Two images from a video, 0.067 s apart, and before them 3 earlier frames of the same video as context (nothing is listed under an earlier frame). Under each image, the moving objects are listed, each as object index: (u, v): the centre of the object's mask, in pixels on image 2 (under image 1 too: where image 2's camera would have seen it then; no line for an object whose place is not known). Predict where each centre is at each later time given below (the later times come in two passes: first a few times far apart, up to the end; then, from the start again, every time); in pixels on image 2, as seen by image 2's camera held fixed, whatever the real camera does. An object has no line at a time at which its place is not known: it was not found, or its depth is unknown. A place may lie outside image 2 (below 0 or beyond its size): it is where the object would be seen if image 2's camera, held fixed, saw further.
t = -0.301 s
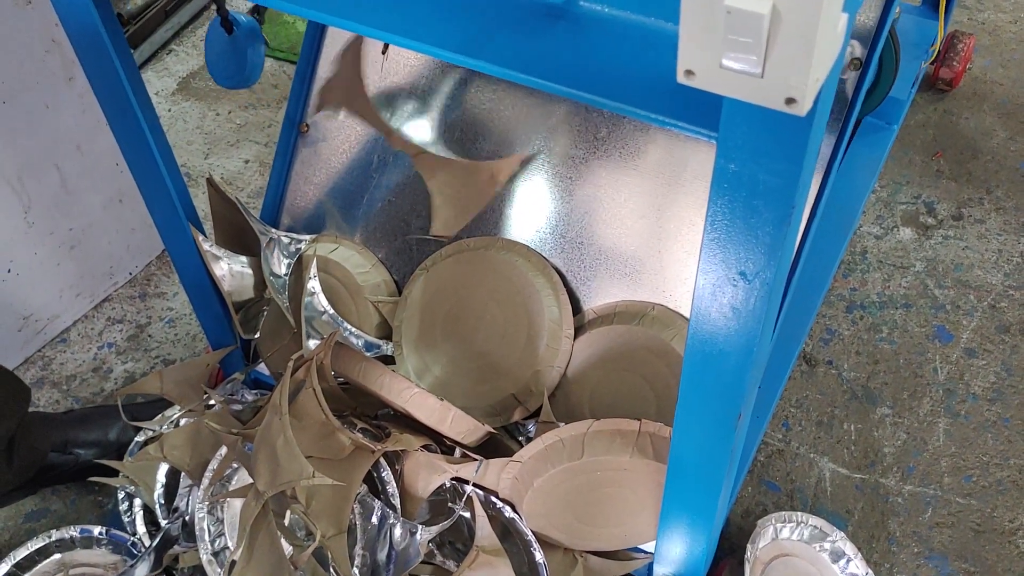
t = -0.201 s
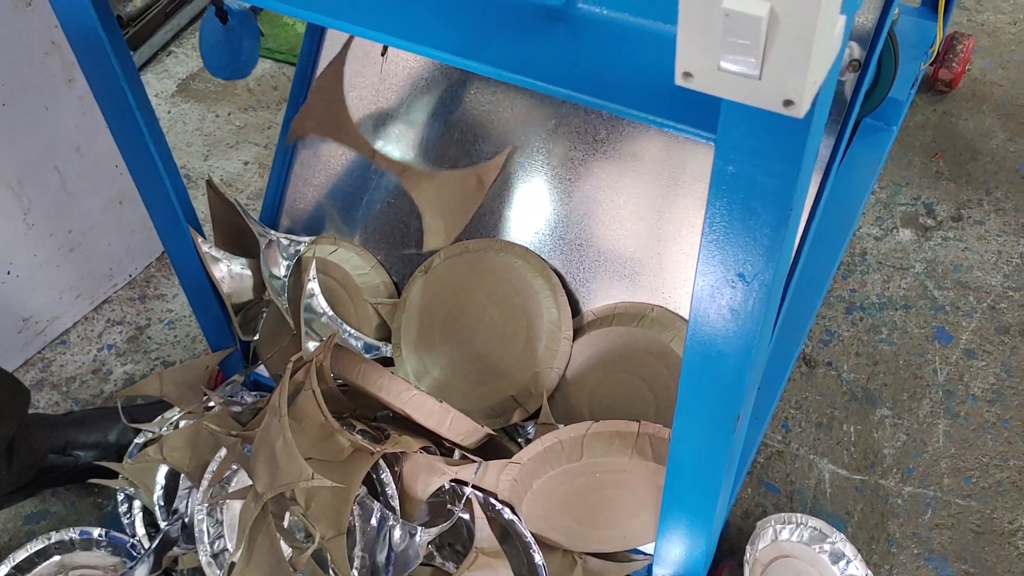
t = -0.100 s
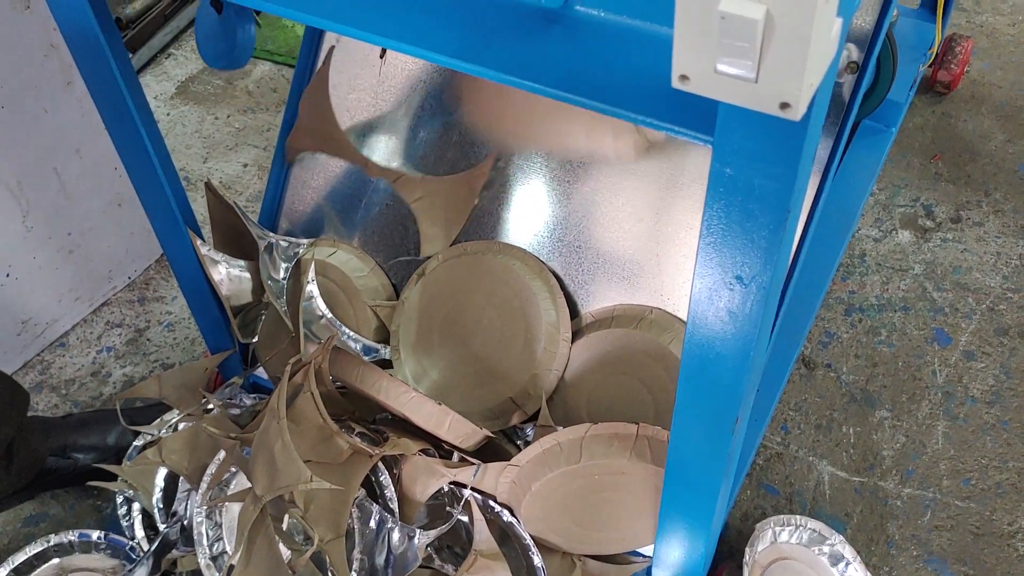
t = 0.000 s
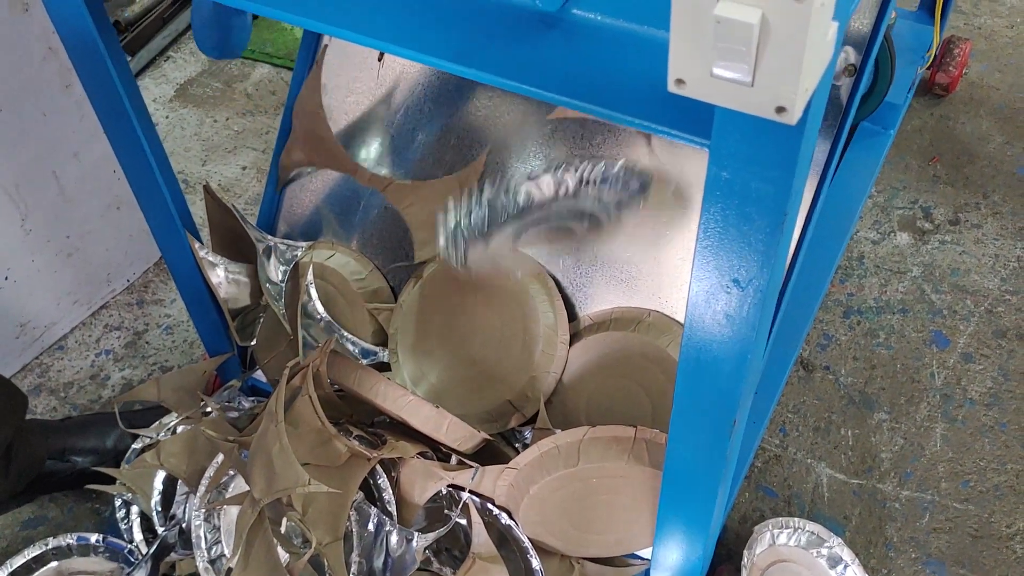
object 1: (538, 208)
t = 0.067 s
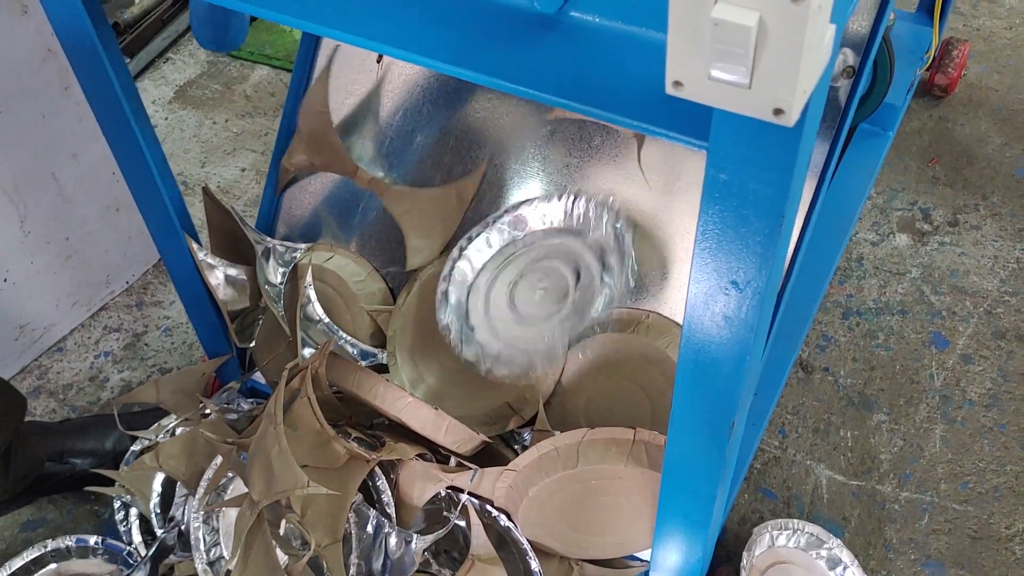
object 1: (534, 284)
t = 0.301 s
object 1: (516, 348)
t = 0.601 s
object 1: (515, 344)
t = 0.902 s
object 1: (515, 344)
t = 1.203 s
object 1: (515, 344)
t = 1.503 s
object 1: (515, 344)
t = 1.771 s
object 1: (516, 344)
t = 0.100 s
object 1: (537, 308)
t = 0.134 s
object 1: (532, 313)
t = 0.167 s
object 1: (527, 318)
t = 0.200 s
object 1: (522, 329)
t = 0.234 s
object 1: (518, 341)
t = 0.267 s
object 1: (517, 349)
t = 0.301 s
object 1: (516, 348)
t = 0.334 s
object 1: (517, 344)
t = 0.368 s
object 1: (516, 344)
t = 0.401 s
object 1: (516, 344)
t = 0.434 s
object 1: (516, 344)
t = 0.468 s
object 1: (516, 344)
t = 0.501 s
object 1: (515, 344)
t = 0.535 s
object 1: (515, 344)
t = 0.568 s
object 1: (515, 344)
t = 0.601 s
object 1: (515, 344)
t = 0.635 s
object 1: (515, 344)
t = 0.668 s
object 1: (515, 344)
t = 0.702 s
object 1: (515, 344)
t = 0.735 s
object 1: (515, 344)
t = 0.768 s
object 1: (515, 344)
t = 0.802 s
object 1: (515, 344)
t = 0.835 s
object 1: (515, 344)
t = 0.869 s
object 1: (515, 344)
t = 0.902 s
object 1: (515, 344)
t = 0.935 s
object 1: (515, 344)
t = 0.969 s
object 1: (515, 344)
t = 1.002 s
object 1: (515, 344)
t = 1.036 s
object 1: (515, 344)
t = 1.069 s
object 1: (515, 344)
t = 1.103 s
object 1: (515, 344)
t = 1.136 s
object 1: (515, 344)
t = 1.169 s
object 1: (515, 344)
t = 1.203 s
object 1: (515, 344)
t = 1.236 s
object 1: (515, 344)
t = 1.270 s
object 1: (515, 344)
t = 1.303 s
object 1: (515, 344)
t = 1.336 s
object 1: (515, 344)
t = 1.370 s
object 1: (515, 344)
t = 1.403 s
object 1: (515, 344)
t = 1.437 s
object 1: (515, 344)
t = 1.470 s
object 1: (515, 344)
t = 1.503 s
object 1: (515, 344)
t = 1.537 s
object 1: (515, 344)
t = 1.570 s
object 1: (515, 344)
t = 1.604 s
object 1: (515, 344)
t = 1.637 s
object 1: (515, 344)
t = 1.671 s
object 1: (515, 344)
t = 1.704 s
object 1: (516, 344)
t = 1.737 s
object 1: (516, 344)
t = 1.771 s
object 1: (516, 344)
